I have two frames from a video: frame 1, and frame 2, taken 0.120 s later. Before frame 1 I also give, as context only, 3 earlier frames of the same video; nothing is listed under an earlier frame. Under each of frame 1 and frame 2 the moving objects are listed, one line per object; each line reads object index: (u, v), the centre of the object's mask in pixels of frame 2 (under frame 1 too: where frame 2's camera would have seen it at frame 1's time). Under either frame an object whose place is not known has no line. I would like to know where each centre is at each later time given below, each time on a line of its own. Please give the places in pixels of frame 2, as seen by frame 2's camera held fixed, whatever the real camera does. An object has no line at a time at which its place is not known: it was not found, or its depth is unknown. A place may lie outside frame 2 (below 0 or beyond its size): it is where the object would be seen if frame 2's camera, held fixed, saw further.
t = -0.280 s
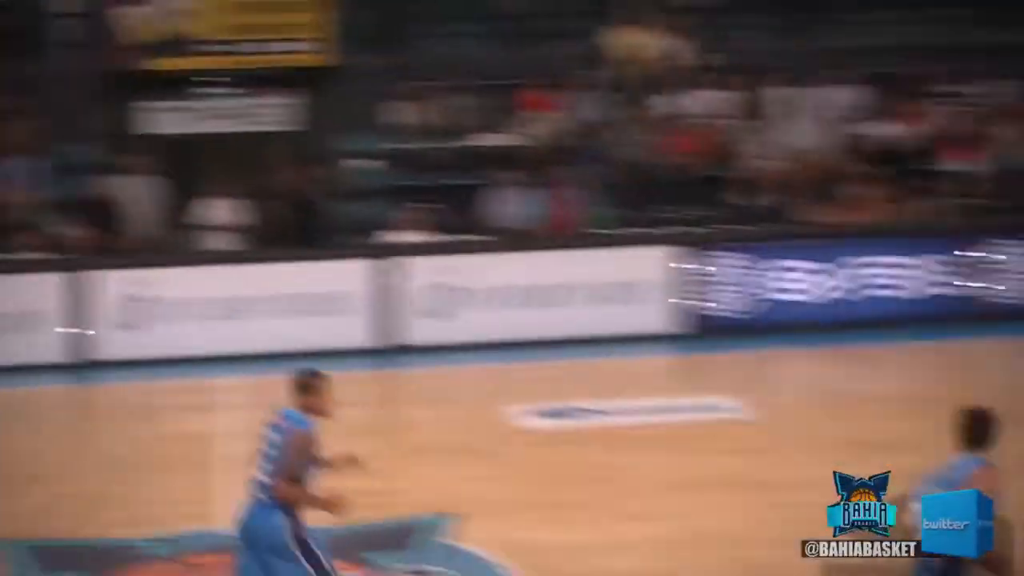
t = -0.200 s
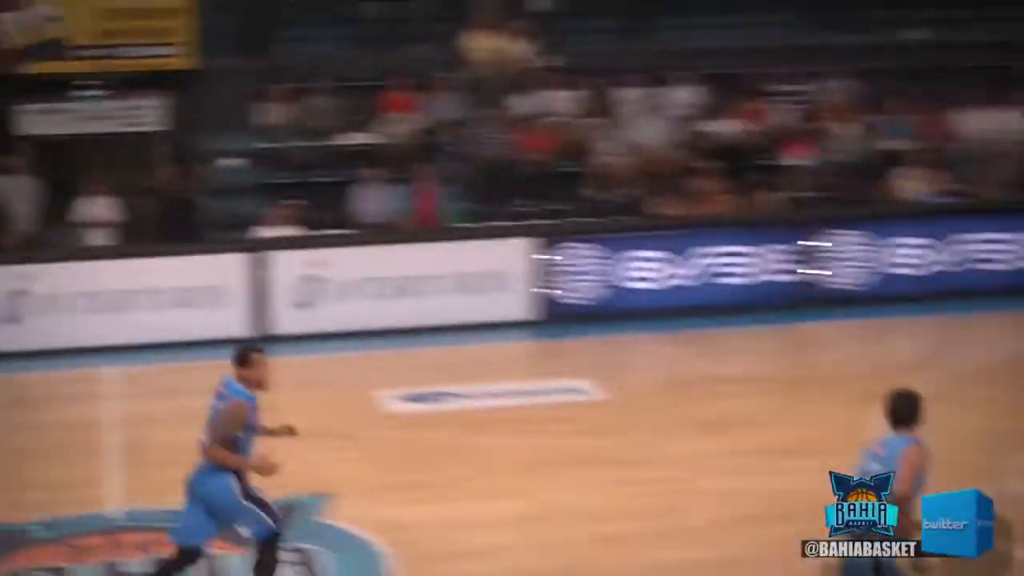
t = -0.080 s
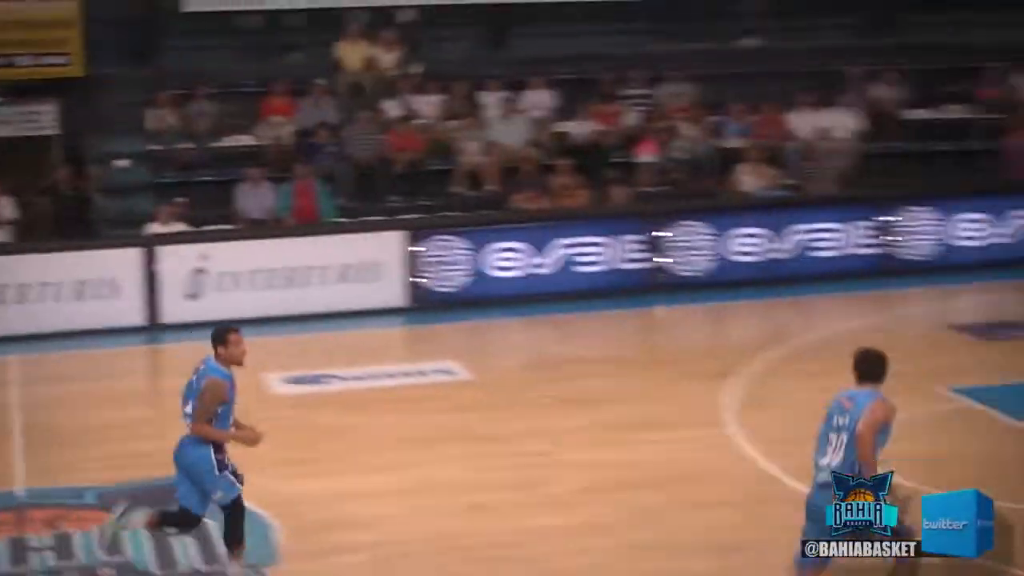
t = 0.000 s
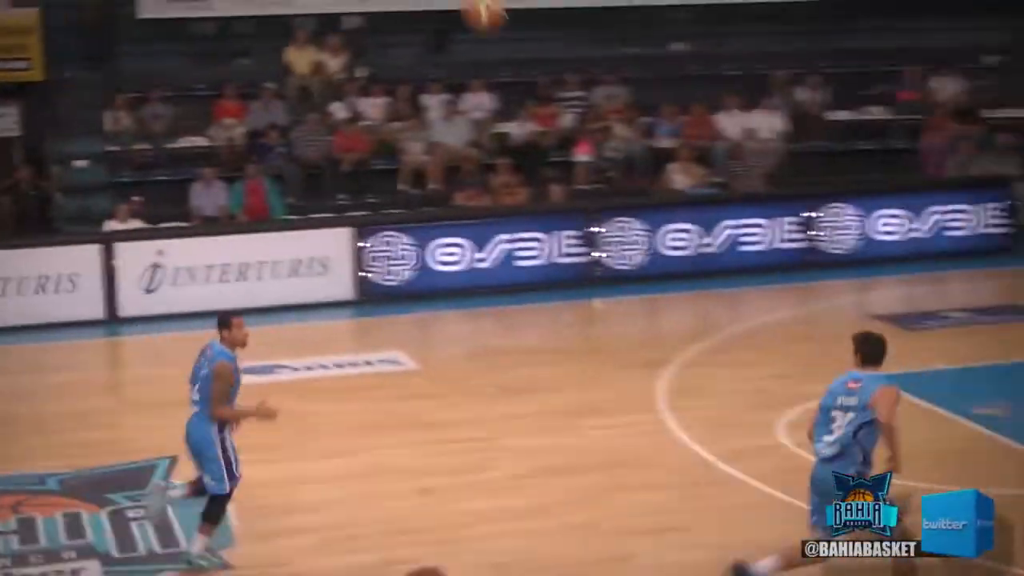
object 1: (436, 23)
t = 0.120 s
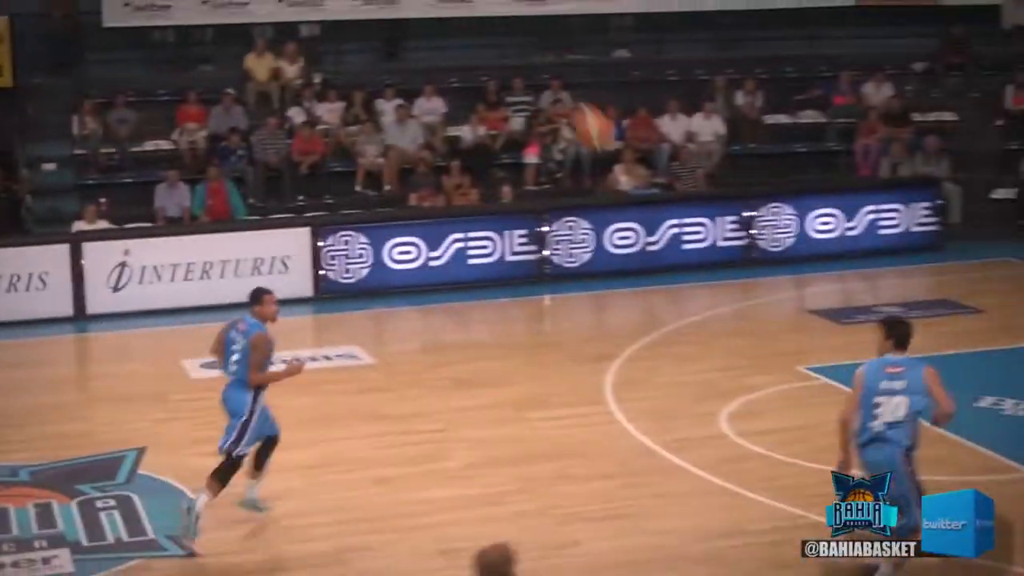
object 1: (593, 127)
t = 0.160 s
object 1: (642, 166)
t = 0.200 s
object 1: (687, 204)
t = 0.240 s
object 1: (737, 252)
